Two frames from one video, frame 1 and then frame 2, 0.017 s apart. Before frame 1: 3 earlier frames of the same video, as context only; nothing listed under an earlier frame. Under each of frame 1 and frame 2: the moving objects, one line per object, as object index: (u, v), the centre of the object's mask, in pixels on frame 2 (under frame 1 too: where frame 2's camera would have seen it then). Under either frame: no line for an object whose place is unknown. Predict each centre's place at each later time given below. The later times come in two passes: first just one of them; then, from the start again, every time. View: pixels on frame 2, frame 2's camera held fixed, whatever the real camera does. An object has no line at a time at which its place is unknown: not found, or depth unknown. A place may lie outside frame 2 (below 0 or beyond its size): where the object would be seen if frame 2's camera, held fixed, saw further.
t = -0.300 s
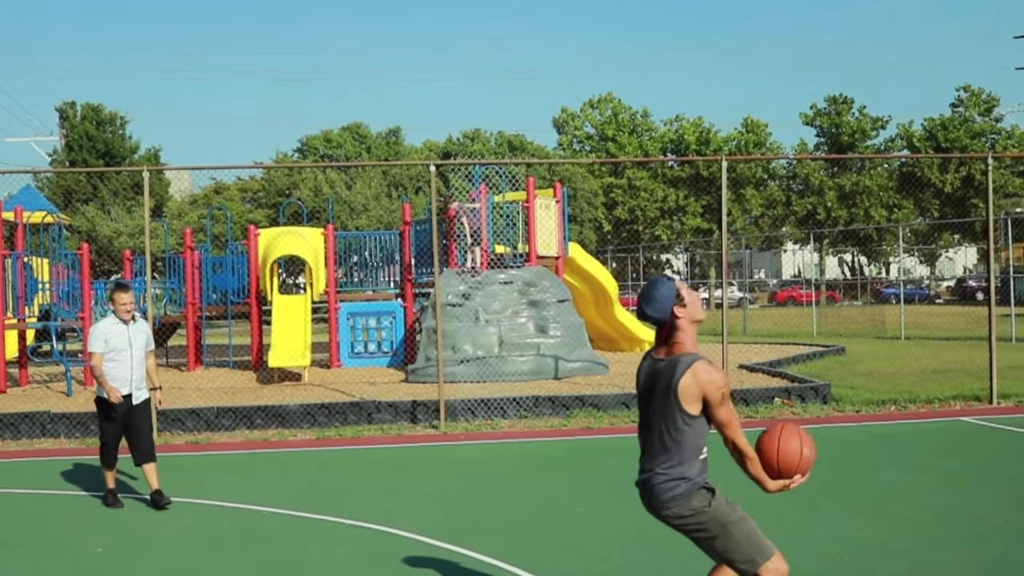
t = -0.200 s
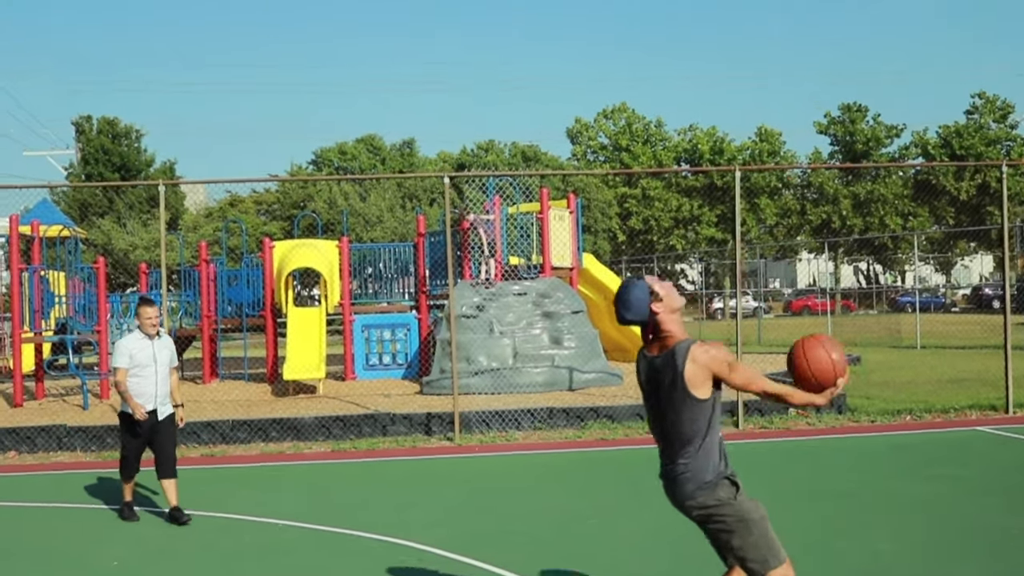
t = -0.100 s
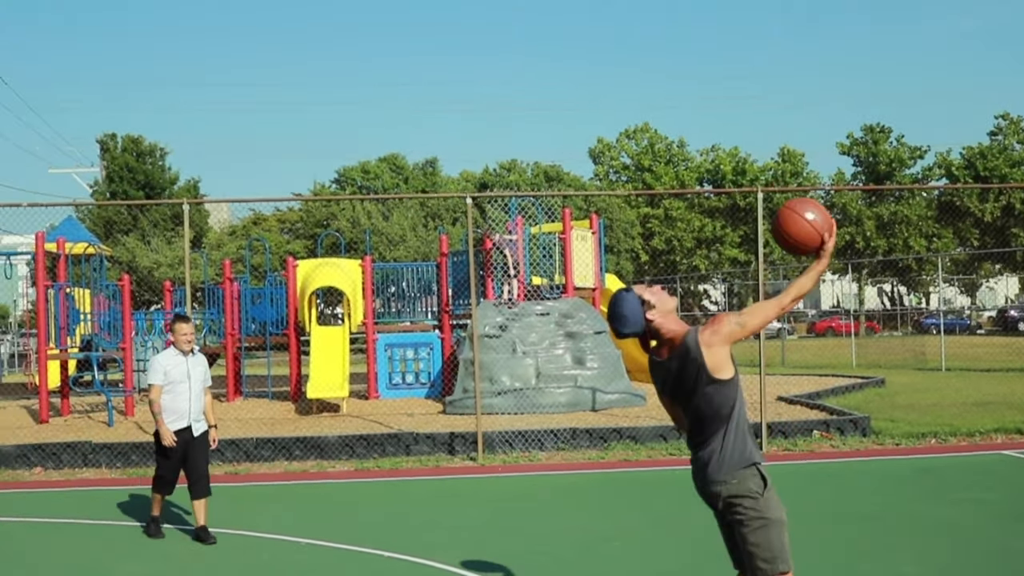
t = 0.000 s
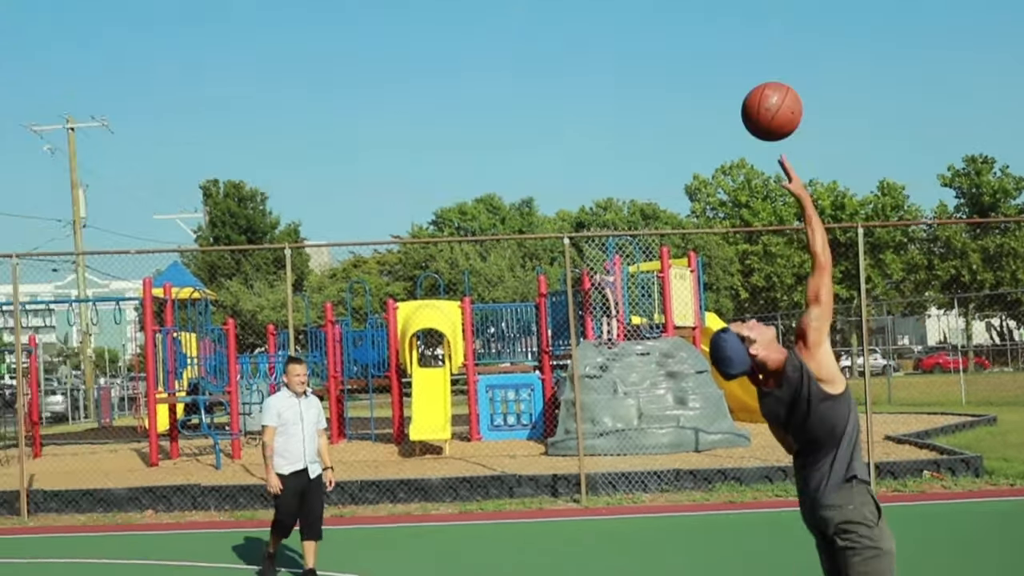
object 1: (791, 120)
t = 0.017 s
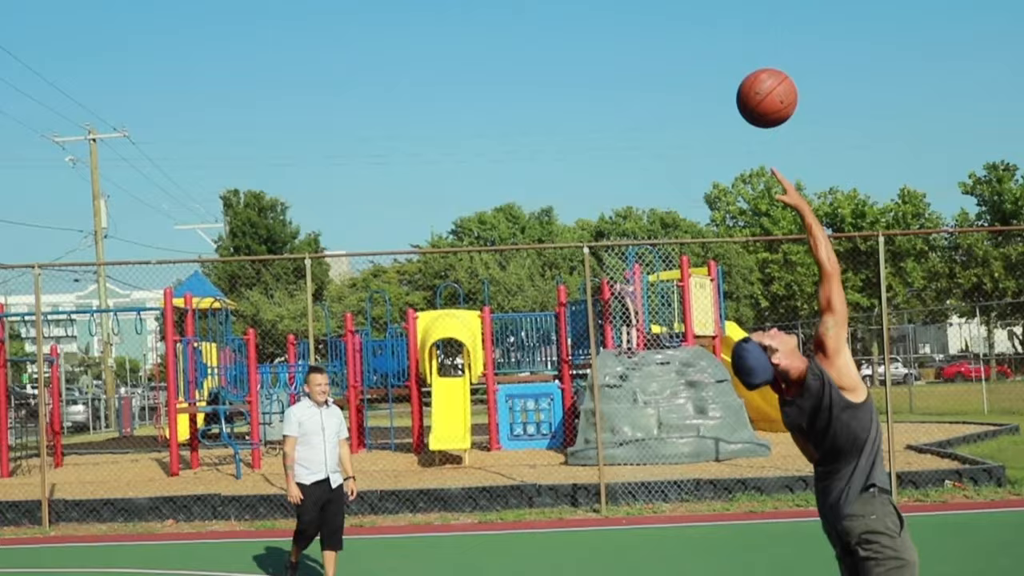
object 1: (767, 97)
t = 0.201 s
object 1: (504, -99)
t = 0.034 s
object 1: (744, 77)
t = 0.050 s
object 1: (720, 57)
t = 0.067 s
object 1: (697, 38)
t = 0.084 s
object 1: (673, 19)
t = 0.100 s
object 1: (649, 0)
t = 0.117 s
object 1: (625, -18)
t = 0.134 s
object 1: (601, -37)
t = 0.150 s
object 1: (577, -54)
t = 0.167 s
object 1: (552, -71)
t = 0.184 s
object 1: (527, -87)
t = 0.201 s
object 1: (504, -99)
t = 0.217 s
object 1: (481, -111)
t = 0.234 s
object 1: (457, -123)
